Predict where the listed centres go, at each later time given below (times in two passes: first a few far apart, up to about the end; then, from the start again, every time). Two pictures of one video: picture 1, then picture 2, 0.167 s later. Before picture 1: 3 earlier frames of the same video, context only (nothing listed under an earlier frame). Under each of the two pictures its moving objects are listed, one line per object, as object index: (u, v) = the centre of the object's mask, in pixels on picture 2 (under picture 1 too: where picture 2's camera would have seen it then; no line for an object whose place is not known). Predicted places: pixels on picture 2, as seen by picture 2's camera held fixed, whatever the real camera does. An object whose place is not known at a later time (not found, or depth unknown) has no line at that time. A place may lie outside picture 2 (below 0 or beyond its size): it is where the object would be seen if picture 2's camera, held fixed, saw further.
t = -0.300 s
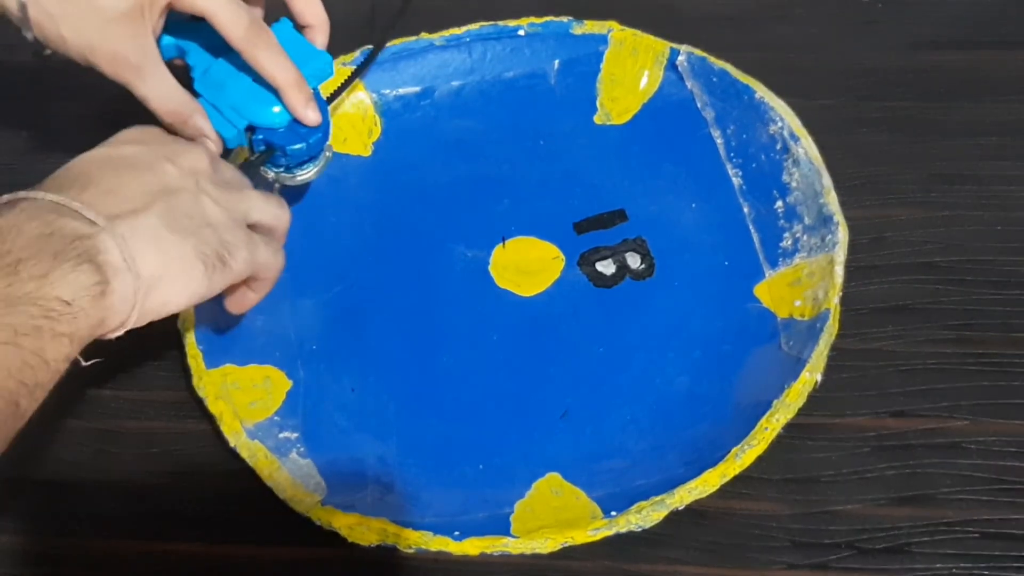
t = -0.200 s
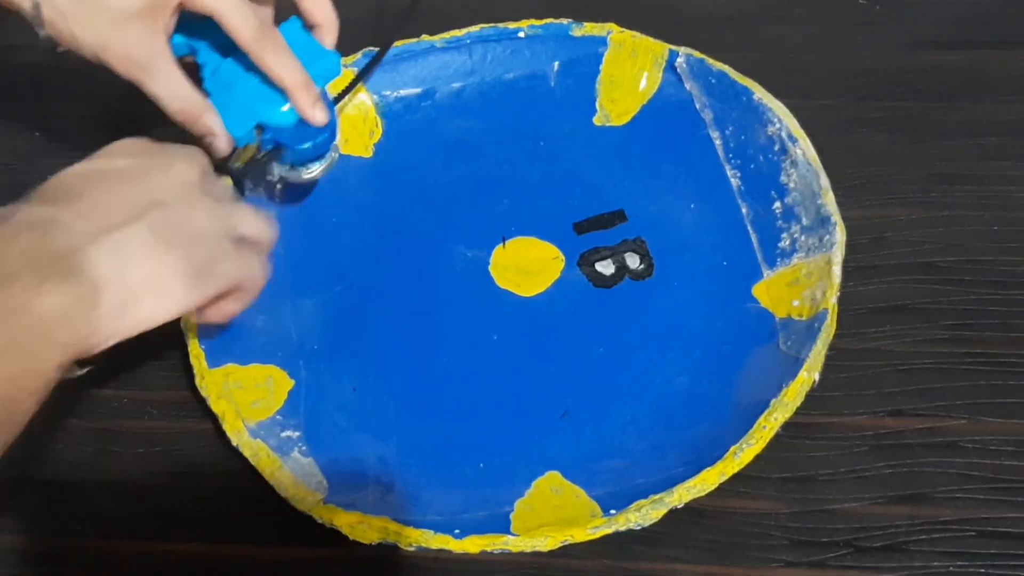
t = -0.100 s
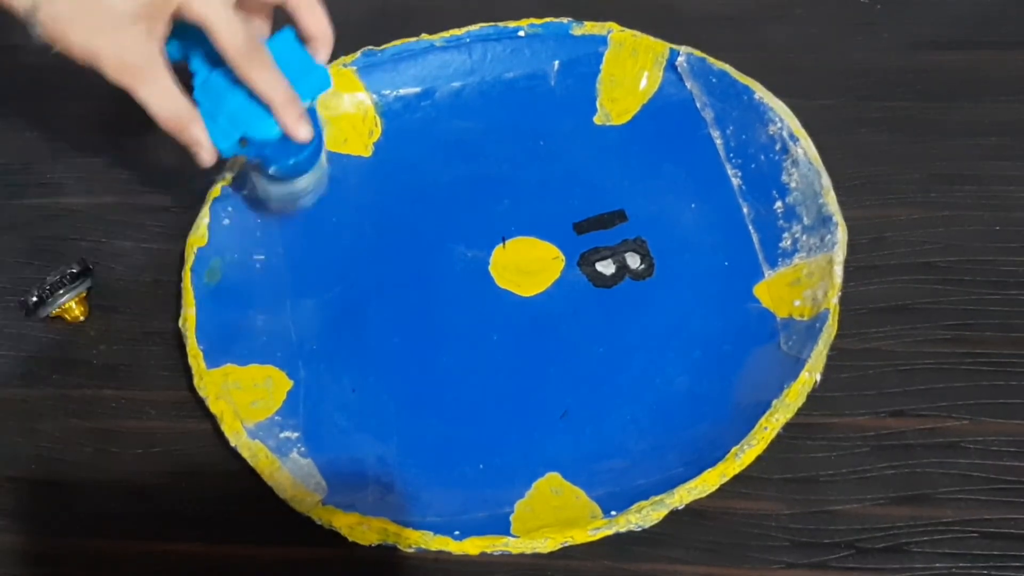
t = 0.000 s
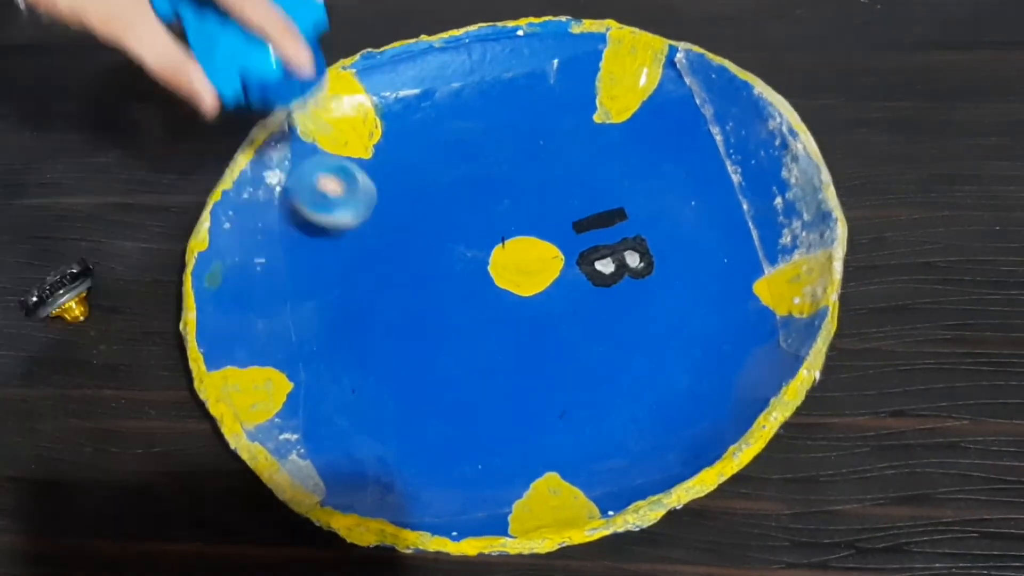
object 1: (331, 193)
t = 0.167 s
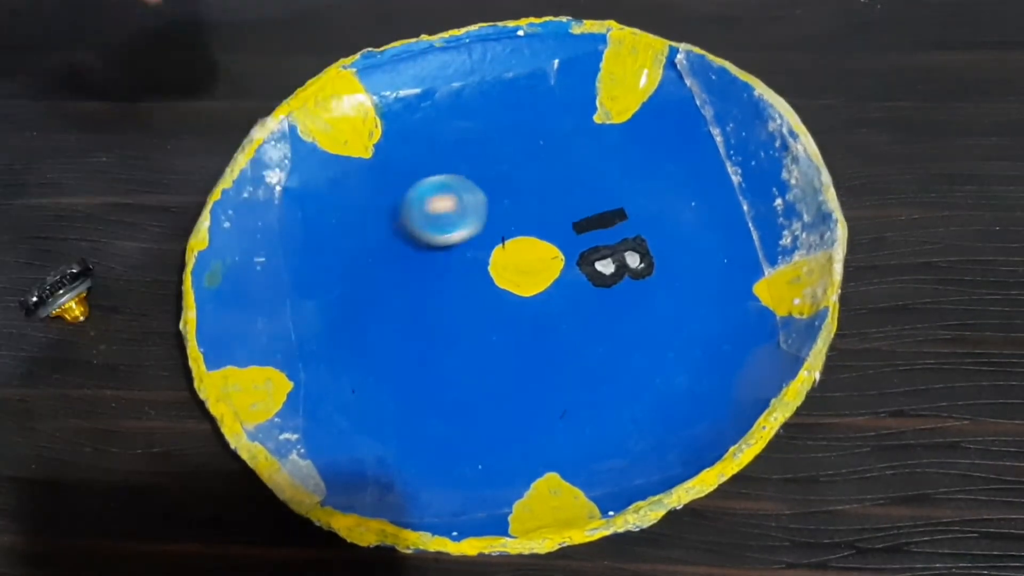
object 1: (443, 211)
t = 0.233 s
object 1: (492, 198)
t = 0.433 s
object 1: (669, 159)
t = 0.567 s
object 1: (685, 154)
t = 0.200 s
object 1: (468, 205)
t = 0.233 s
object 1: (492, 198)
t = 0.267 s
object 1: (519, 192)
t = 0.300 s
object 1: (545, 184)
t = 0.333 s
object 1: (572, 176)
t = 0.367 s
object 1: (602, 169)
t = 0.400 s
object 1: (633, 164)
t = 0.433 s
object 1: (669, 159)
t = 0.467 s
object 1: (696, 153)
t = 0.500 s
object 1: (722, 145)
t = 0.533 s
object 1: (709, 146)
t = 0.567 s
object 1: (685, 154)
